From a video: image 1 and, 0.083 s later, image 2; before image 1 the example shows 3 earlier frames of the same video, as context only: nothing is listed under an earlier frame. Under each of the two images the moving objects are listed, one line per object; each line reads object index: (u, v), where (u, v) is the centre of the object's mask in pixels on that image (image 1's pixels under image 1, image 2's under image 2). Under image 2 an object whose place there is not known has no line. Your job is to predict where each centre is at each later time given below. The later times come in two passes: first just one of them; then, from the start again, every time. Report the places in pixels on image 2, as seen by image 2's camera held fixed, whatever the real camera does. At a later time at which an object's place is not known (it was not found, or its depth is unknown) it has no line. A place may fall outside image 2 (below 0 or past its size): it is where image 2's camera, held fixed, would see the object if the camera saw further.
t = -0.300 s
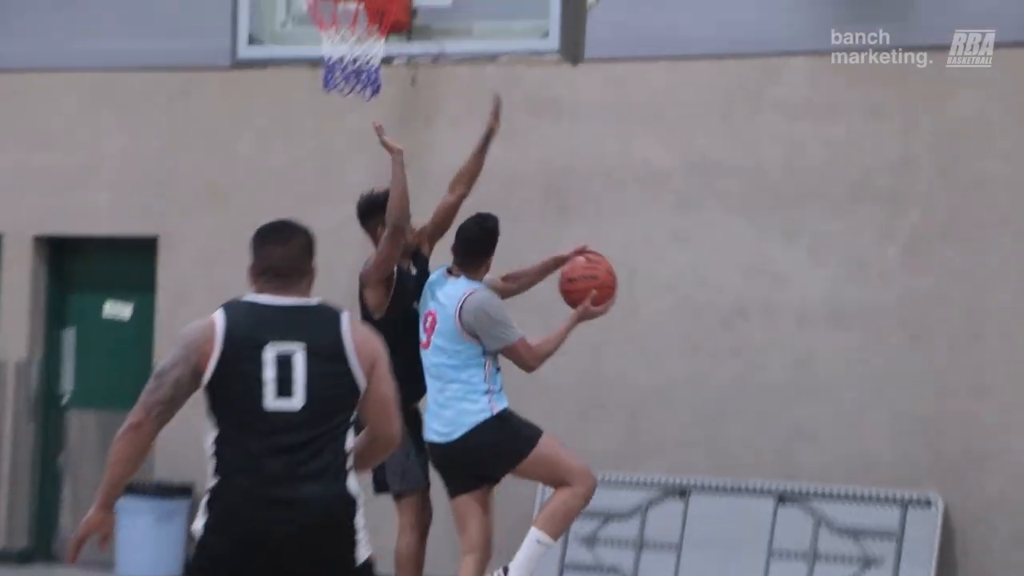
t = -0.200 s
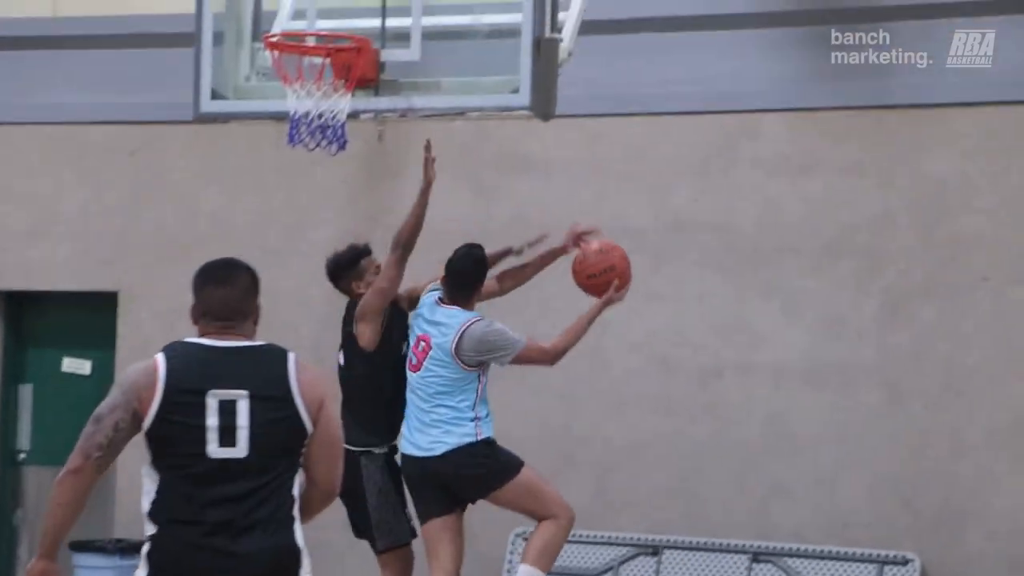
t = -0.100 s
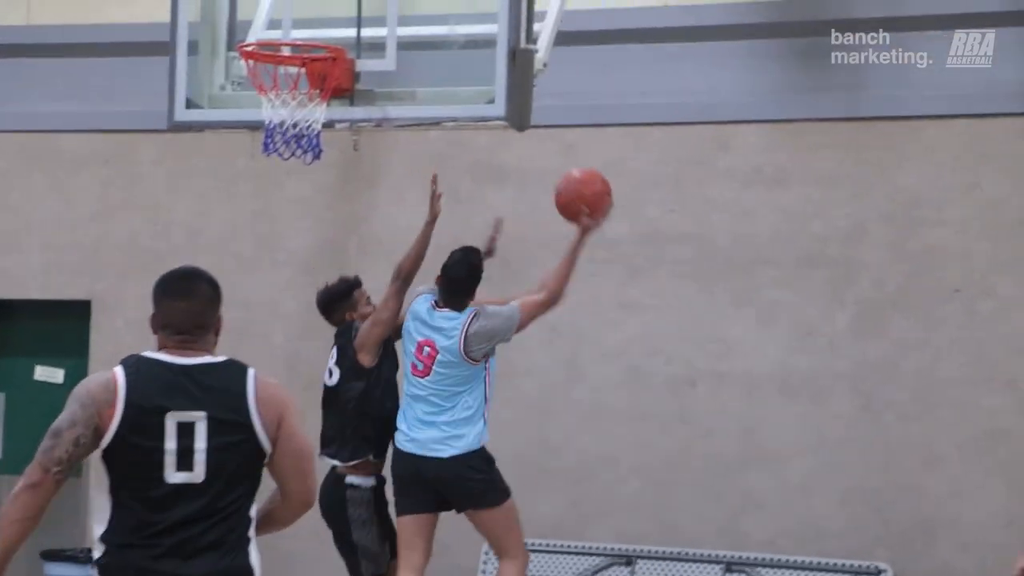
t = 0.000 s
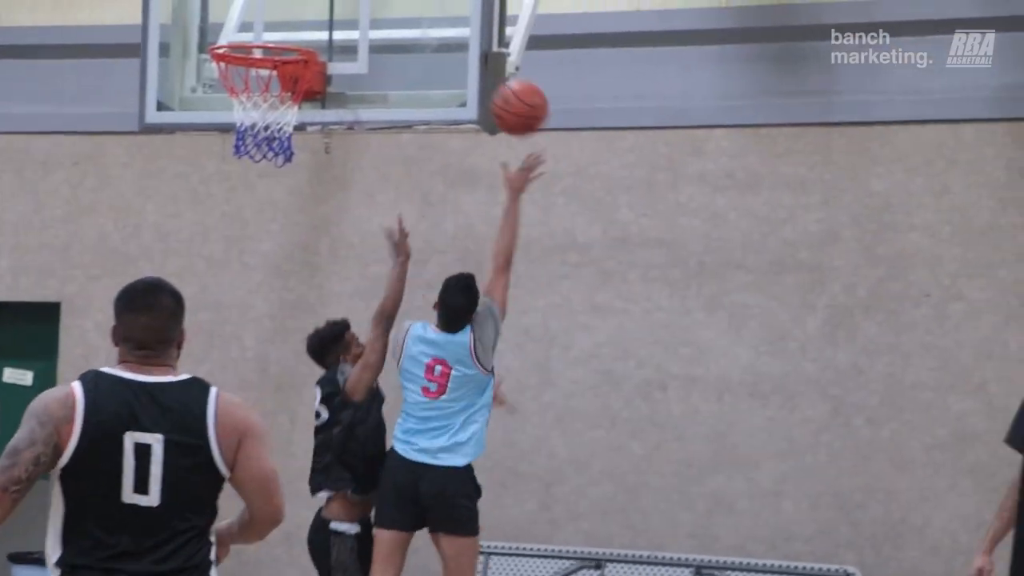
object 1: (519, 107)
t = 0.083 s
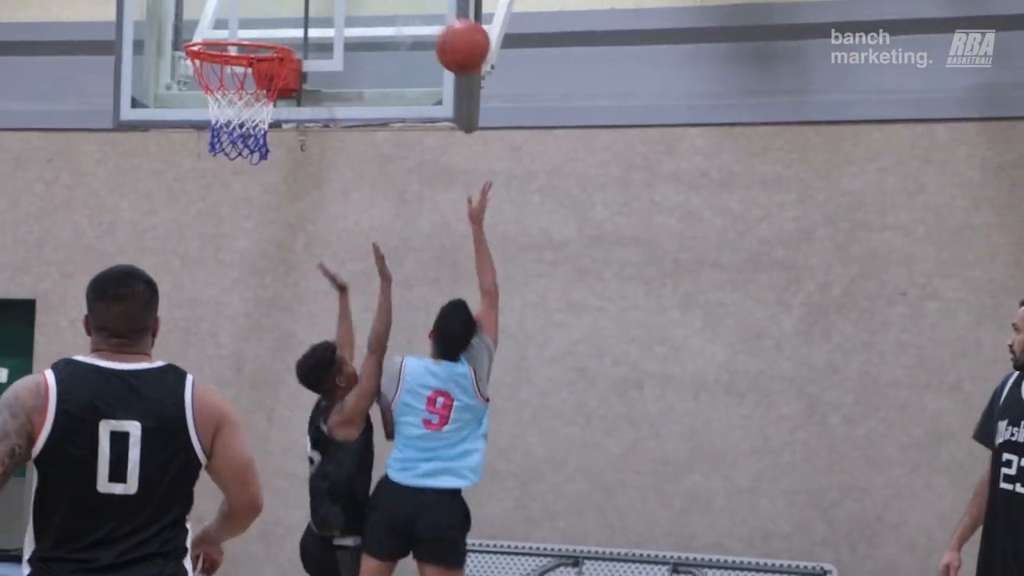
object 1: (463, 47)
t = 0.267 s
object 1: (390, -7)
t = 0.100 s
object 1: (458, 37)
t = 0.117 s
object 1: (451, 28)
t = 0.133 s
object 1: (444, 20)
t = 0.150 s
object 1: (438, 16)
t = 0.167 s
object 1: (431, 11)
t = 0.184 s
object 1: (424, 9)
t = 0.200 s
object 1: (417, 6)
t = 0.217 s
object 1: (410, 2)
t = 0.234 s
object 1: (404, -2)
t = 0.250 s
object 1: (397, -5)
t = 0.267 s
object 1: (390, -7)
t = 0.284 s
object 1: (382, -9)
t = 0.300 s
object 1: (373, -11)
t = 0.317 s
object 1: (363, -15)
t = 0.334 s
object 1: (354, -19)
